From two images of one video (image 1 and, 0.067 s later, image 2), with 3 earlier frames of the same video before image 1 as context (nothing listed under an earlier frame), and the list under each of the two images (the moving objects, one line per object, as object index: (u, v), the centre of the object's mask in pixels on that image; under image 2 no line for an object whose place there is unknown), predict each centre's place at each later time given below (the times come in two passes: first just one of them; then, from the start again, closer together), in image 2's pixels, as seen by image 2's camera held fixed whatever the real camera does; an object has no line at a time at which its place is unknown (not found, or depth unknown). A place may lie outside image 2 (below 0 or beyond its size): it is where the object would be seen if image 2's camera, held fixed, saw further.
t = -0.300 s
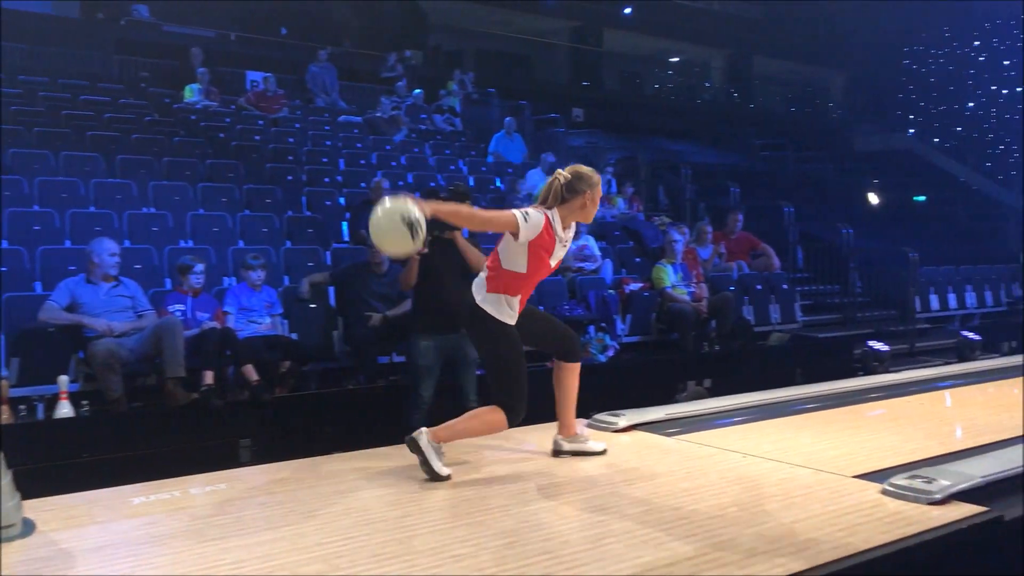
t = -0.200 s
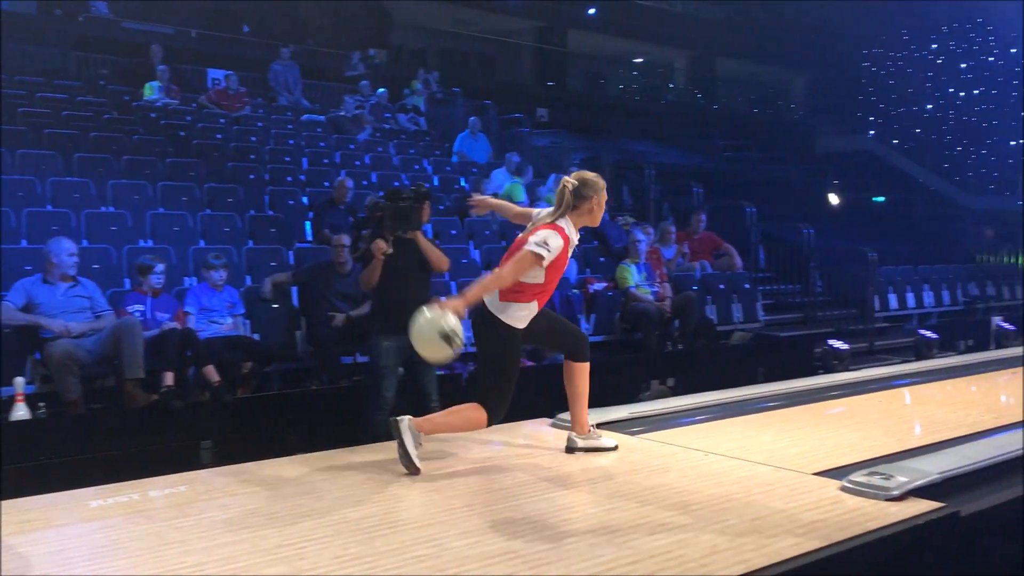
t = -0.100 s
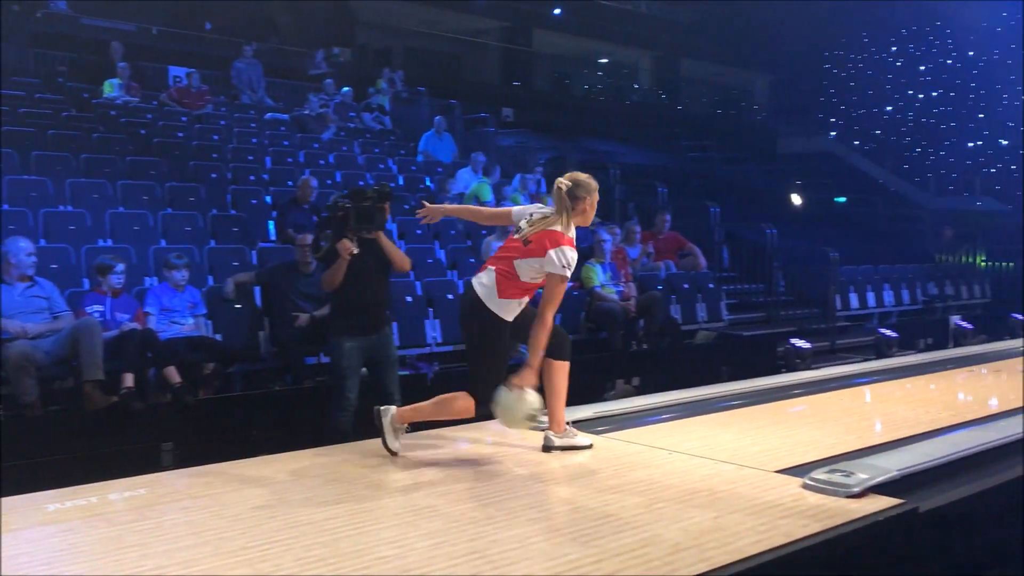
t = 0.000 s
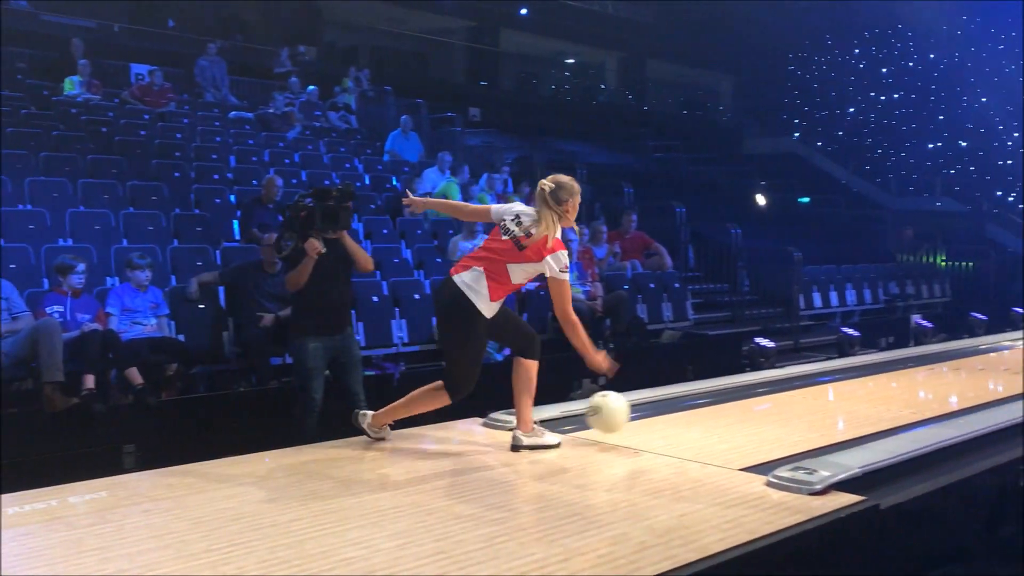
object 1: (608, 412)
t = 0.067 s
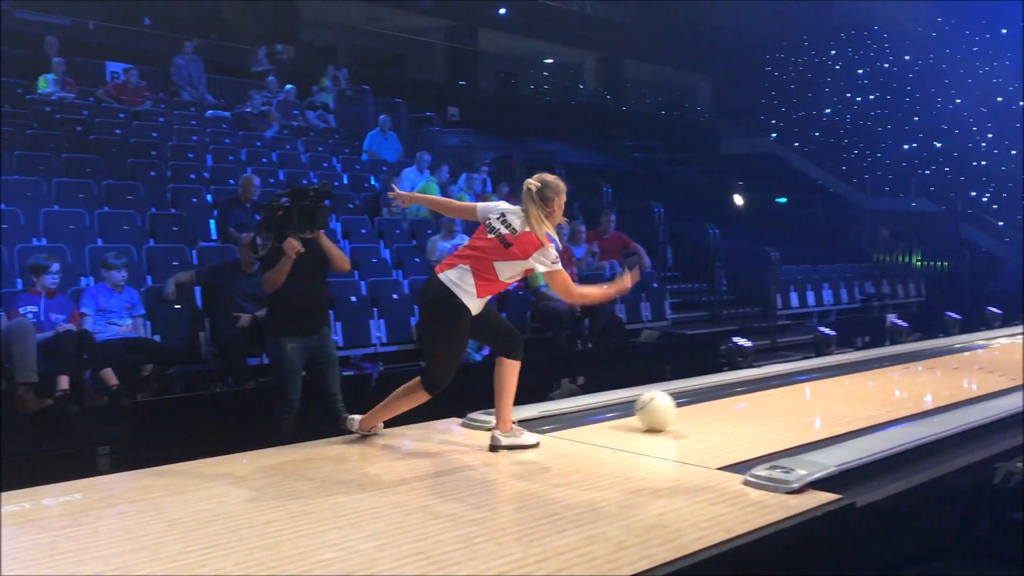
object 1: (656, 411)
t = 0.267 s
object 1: (813, 382)
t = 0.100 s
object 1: (686, 405)
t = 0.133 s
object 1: (715, 401)
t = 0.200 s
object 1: (768, 391)
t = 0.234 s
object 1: (791, 387)
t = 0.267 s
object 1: (813, 382)
